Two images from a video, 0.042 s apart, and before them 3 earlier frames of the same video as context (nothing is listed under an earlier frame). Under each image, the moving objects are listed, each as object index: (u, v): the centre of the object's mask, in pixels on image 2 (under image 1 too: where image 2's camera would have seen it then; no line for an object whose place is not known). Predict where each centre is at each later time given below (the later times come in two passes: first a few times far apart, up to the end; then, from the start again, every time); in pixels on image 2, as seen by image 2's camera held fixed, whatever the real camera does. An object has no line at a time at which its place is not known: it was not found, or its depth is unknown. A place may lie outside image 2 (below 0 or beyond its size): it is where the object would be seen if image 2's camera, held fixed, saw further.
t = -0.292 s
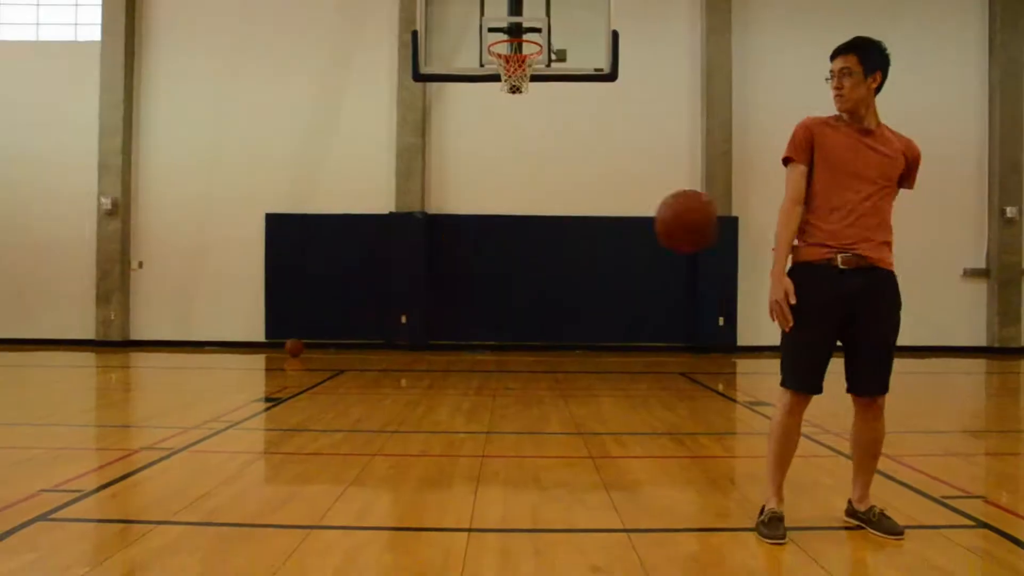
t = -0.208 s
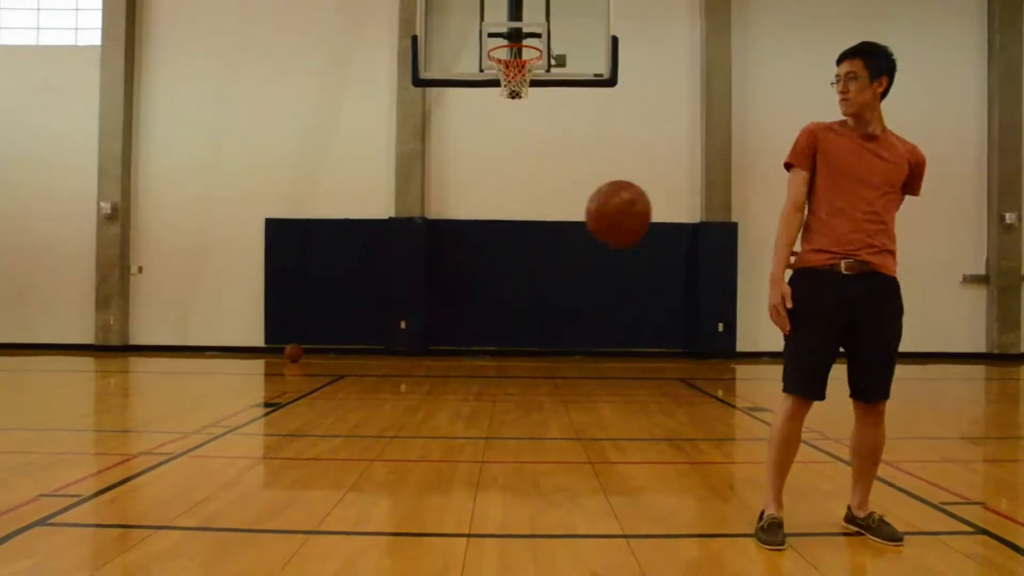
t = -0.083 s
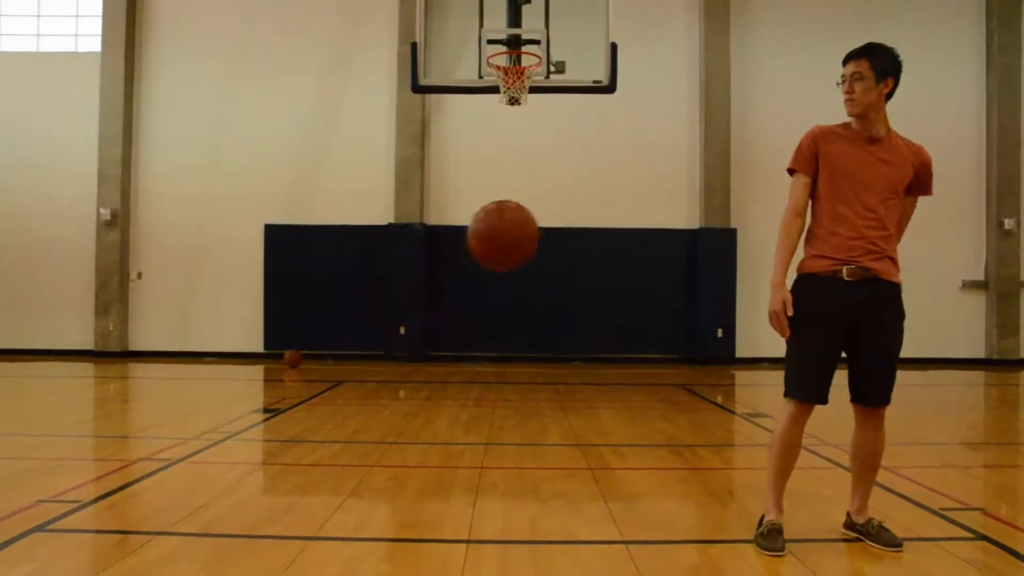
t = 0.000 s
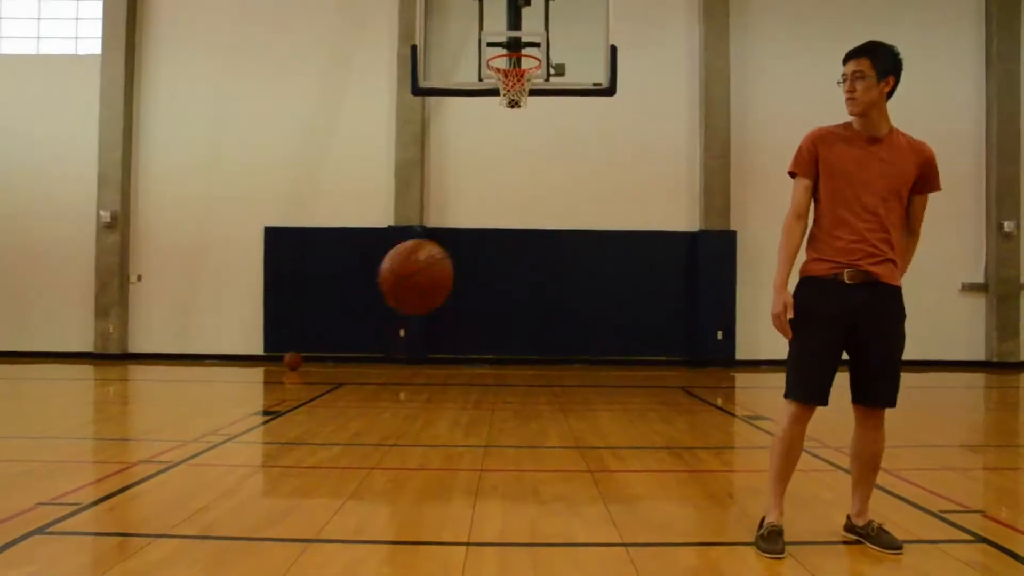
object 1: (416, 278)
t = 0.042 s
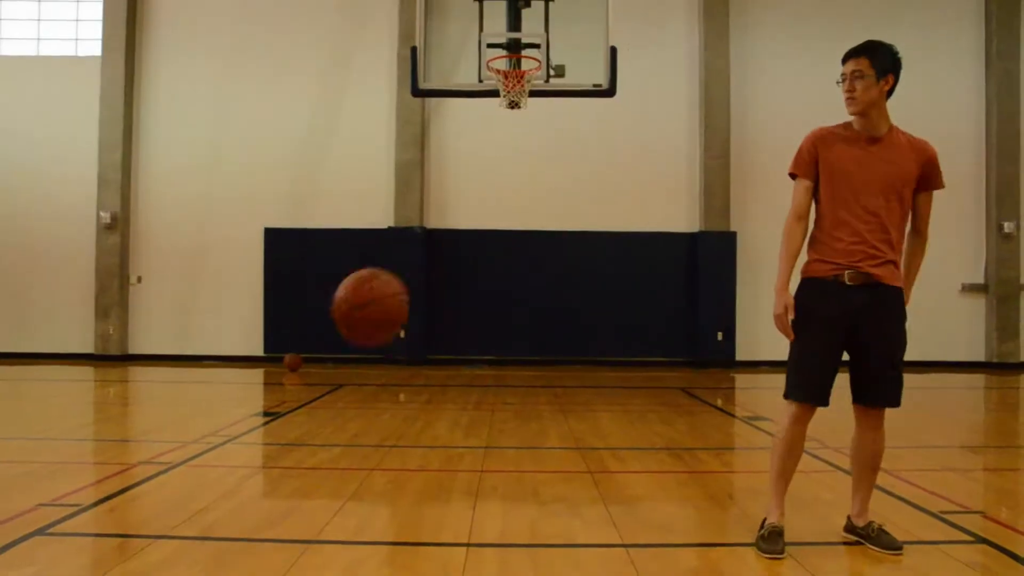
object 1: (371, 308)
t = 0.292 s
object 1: (74, 536)
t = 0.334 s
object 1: (41, 492)
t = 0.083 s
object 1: (323, 342)
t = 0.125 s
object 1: (274, 386)
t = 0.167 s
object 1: (223, 436)
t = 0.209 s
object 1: (169, 495)
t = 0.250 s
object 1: (115, 549)
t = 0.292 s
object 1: (74, 536)
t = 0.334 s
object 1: (41, 492)
